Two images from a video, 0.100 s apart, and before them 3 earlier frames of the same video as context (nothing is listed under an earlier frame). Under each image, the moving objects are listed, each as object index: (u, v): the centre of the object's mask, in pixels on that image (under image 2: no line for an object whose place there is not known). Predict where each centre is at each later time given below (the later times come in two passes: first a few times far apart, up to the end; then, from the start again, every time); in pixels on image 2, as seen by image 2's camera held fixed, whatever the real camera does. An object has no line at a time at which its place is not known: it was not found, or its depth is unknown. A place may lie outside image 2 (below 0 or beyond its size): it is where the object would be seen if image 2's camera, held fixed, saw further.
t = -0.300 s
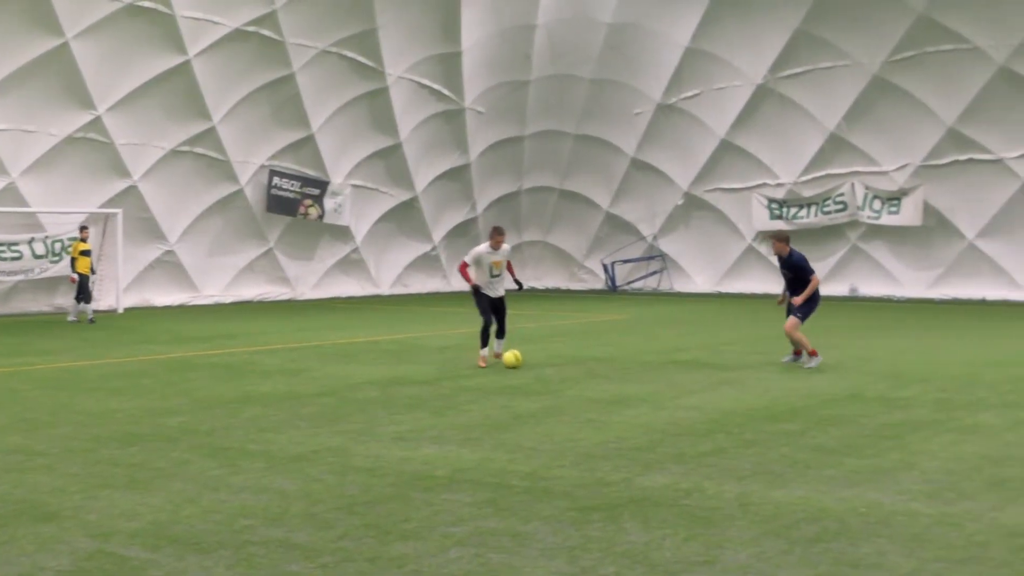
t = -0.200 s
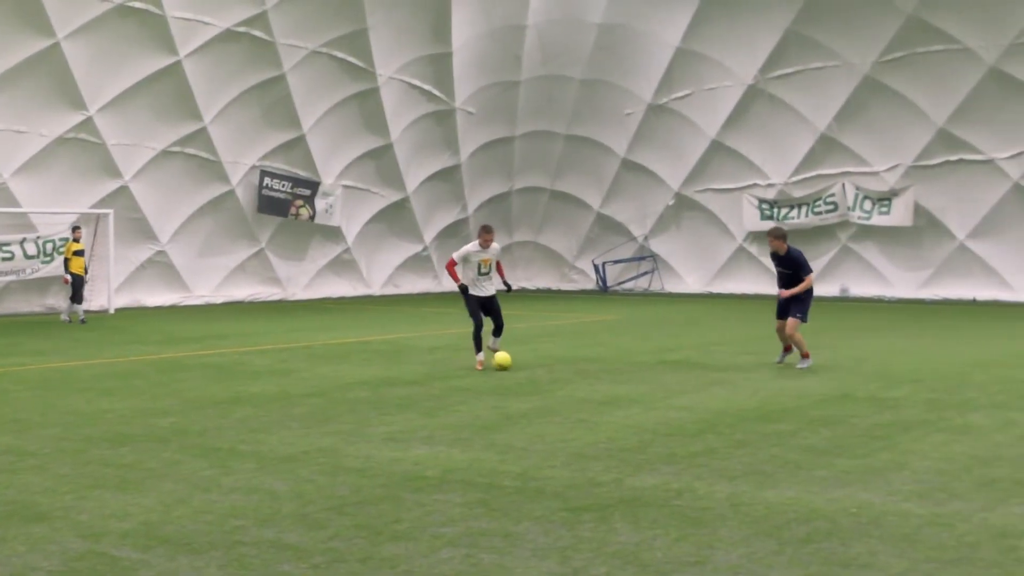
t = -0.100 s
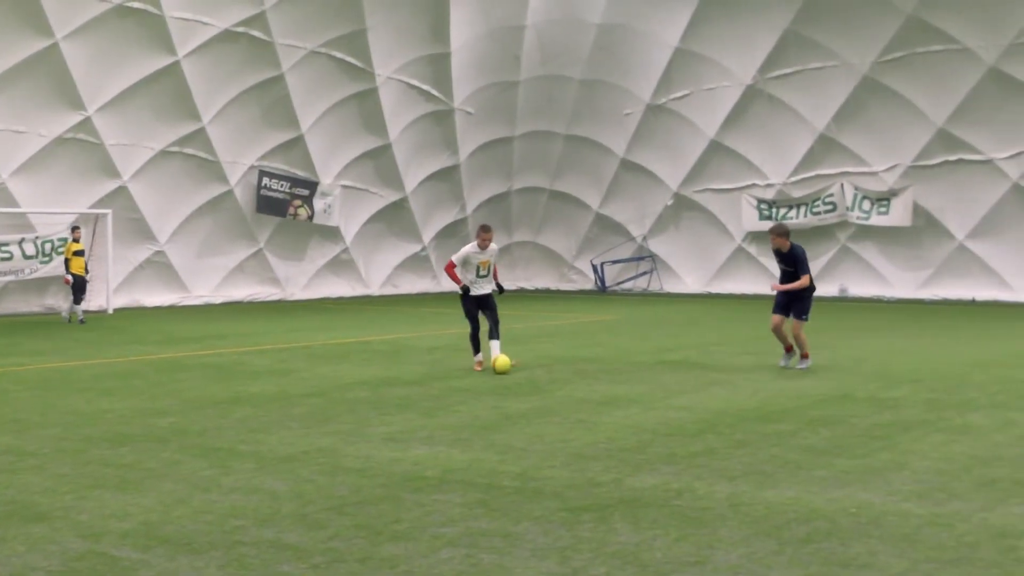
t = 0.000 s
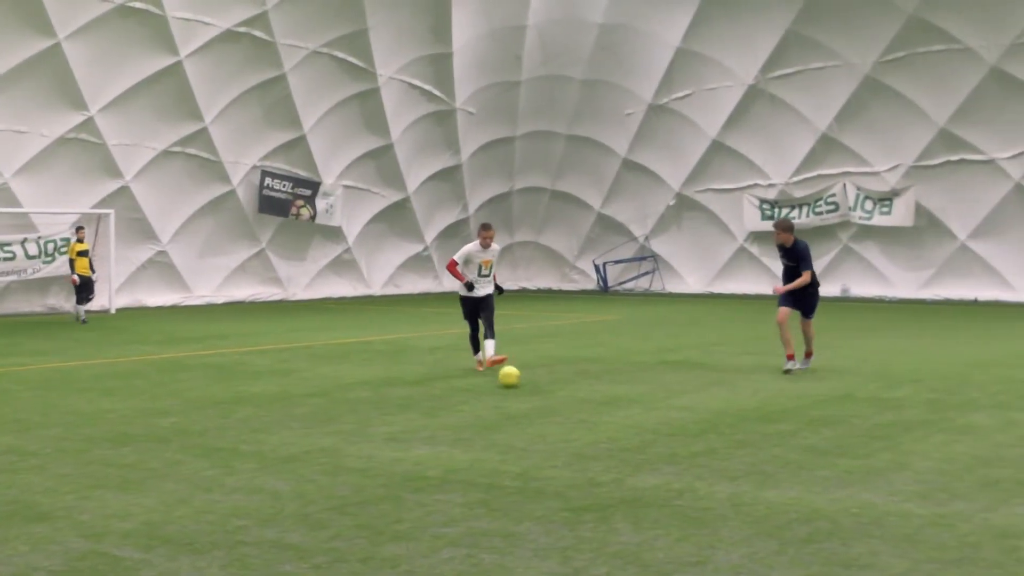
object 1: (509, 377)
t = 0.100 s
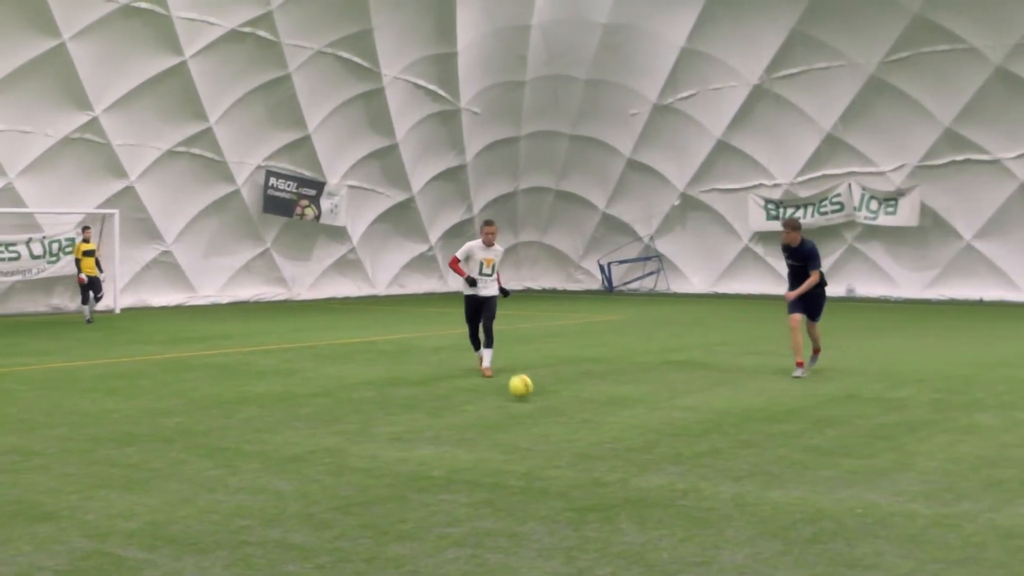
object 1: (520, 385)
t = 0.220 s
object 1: (527, 403)
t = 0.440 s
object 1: (538, 439)
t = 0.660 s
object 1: (547, 488)
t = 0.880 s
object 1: (560, 555)
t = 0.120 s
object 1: (522, 389)
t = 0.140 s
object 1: (523, 394)
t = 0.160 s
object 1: (525, 399)
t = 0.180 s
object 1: (526, 402)
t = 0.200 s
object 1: (526, 403)
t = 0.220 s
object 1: (527, 403)
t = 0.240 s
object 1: (528, 405)
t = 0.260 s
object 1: (530, 407)
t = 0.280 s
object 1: (531, 410)
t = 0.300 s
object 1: (532, 413)
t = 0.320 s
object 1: (534, 417)
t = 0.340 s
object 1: (534, 423)
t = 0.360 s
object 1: (534, 429)
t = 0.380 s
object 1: (536, 435)
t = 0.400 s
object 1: (536, 438)
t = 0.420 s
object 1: (537, 438)
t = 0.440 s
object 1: (538, 439)
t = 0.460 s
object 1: (539, 442)
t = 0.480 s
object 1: (540, 445)
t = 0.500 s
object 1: (541, 450)
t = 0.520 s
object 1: (542, 455)
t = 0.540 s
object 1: (543, 459)
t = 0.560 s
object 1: (543, 467)
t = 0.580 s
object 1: (544, 477)
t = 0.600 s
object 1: (545, 483)
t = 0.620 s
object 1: (547, 484)
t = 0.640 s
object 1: (548, 485)
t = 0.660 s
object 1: (547, 488)
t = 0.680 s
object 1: (549, 492)
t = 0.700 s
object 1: (550, 497)
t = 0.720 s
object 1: (551, 502)
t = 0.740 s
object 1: (552, 508)
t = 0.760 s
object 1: (553, 516)
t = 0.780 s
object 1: (555, 527)
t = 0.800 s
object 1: (556, 536)
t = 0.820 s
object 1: (557, 541)
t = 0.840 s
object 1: (558, 544)
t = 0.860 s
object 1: (559, 549)
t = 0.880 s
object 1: (560, 555)
